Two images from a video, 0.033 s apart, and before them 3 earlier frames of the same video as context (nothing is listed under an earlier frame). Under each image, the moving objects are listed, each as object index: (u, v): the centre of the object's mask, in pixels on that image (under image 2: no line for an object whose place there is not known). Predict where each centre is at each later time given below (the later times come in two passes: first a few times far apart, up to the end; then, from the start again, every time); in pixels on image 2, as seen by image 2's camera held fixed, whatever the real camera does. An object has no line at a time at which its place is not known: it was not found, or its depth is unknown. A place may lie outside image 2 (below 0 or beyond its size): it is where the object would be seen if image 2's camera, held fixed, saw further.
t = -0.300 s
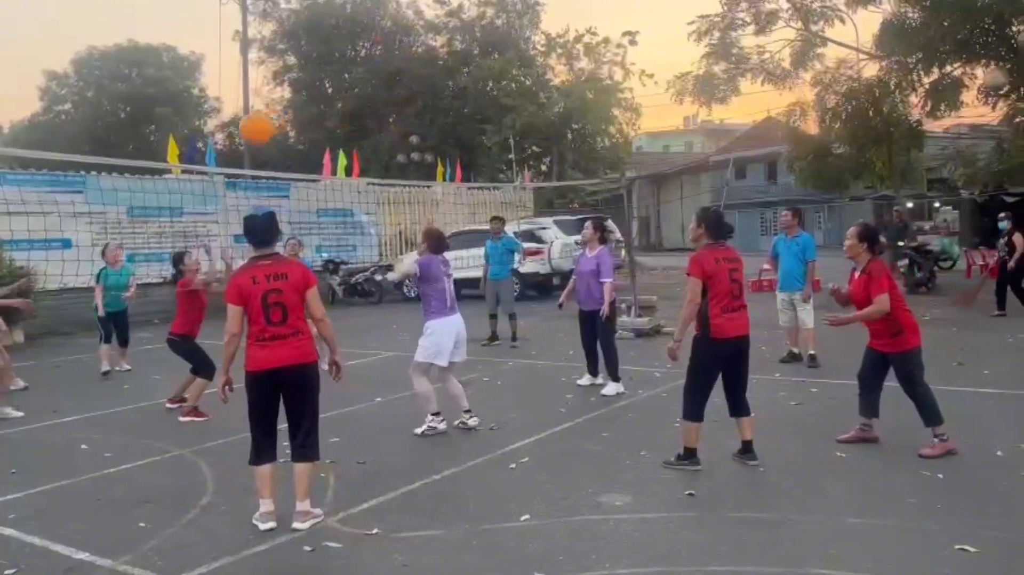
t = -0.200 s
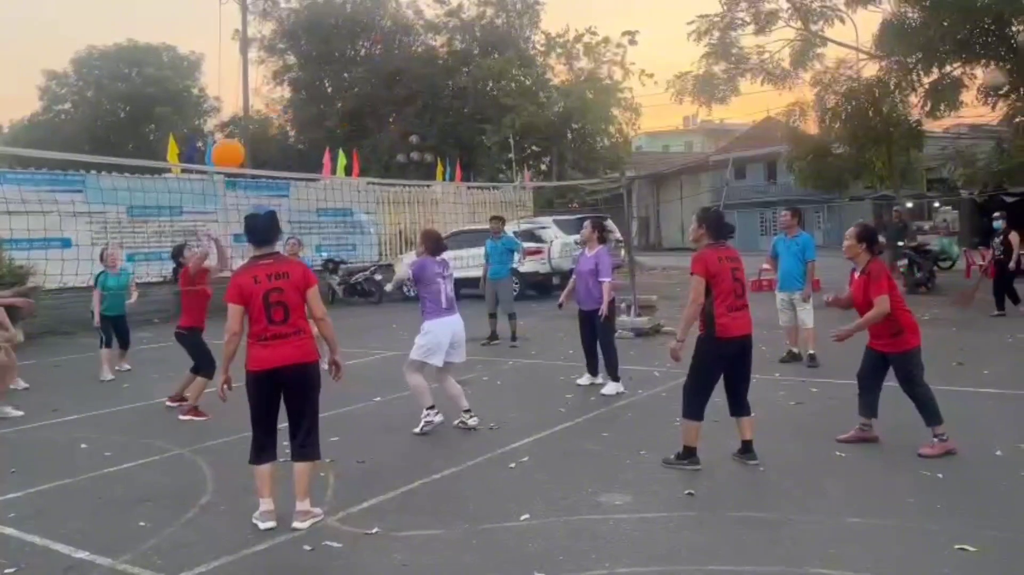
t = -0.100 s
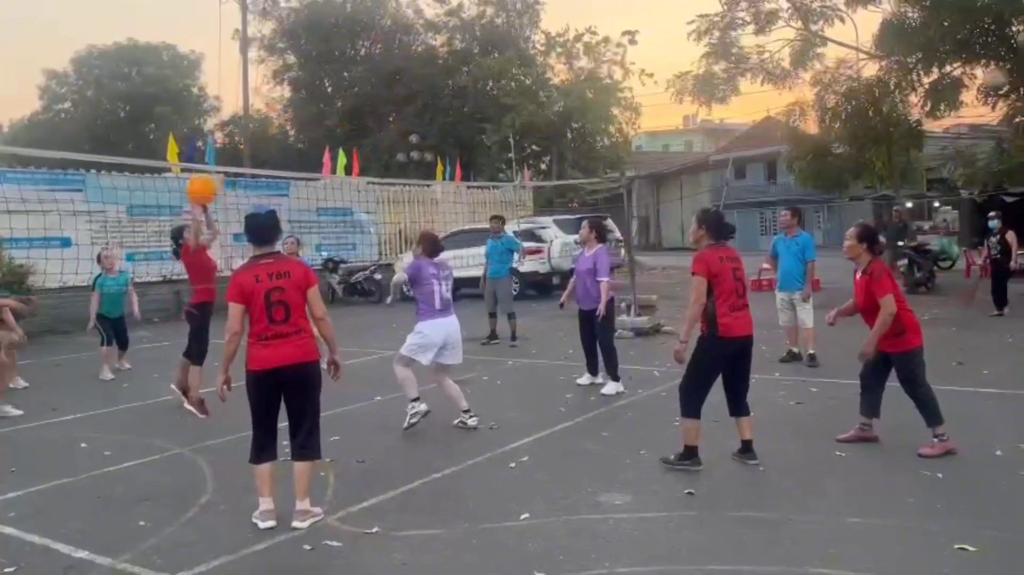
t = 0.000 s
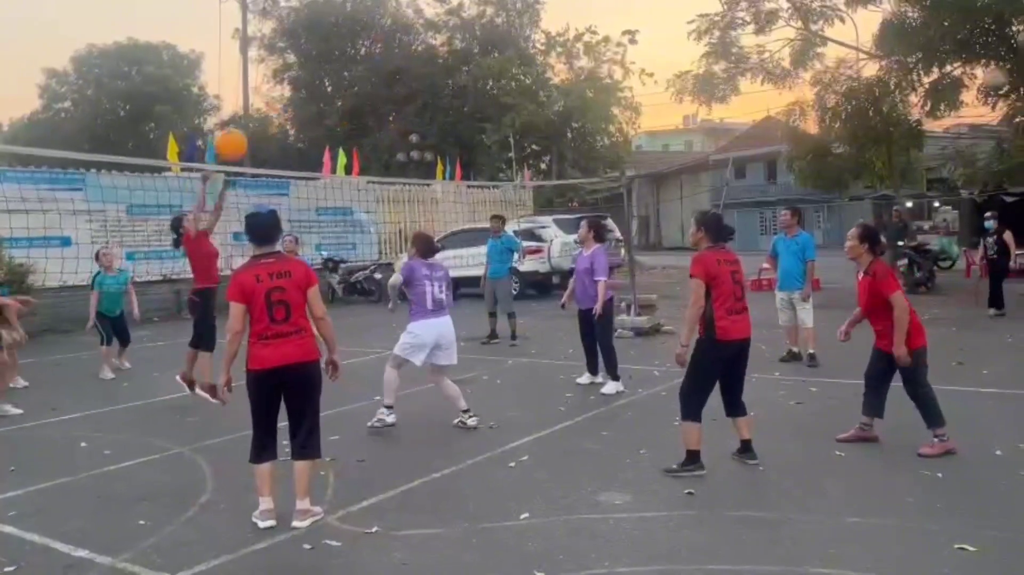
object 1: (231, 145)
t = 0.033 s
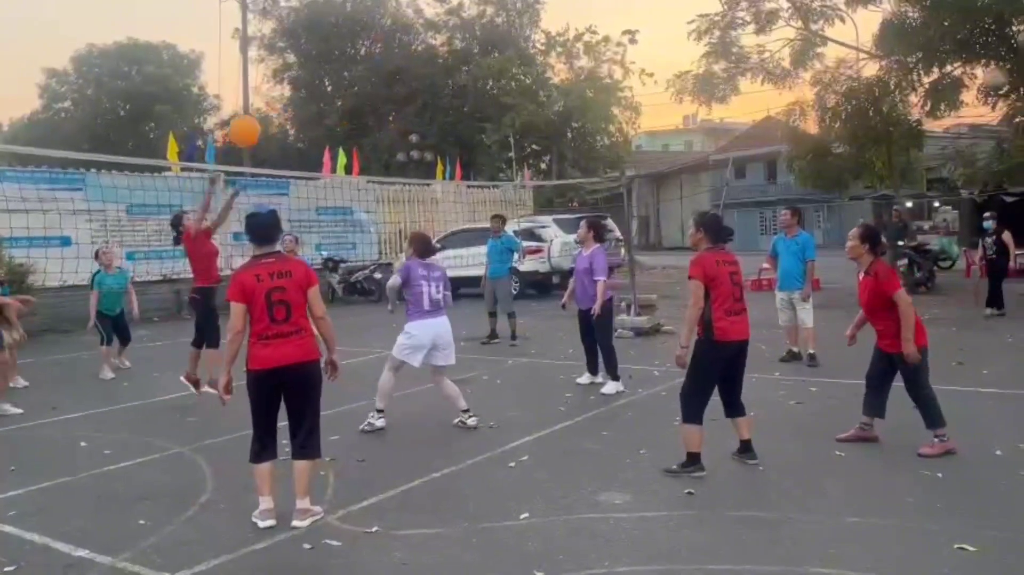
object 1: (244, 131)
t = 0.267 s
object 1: (343, 77)
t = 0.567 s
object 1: (484, 98)
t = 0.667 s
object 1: (535, 134)
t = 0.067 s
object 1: (257, 120)
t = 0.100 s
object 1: (271, 110)
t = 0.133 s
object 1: (285, 101)
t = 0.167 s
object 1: (299, 92)
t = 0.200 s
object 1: (313, 86)
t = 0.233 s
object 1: (328, 80)
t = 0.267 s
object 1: (343, 77)
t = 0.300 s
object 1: (359, 73)
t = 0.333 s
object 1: (374, 71)
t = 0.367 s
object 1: (390, 70)
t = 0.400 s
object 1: (405, 71)
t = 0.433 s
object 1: (421, 74)
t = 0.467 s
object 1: (437, 77)
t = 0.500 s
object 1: (452, 83)
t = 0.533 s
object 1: (468, 90)
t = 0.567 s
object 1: (484, 98)
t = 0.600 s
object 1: (501, 109)
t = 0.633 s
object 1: (518, 120)
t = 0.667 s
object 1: (535, 134)
